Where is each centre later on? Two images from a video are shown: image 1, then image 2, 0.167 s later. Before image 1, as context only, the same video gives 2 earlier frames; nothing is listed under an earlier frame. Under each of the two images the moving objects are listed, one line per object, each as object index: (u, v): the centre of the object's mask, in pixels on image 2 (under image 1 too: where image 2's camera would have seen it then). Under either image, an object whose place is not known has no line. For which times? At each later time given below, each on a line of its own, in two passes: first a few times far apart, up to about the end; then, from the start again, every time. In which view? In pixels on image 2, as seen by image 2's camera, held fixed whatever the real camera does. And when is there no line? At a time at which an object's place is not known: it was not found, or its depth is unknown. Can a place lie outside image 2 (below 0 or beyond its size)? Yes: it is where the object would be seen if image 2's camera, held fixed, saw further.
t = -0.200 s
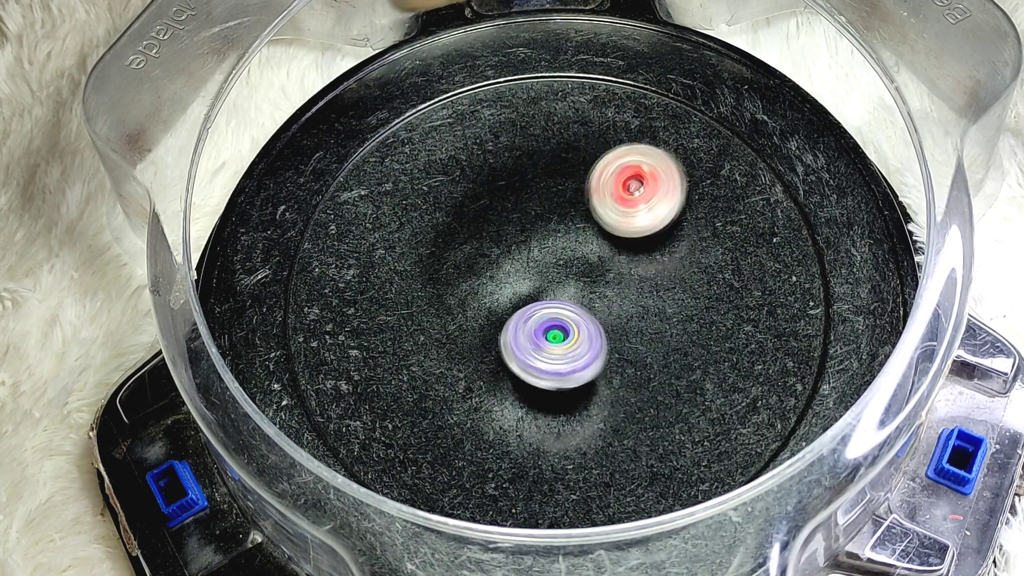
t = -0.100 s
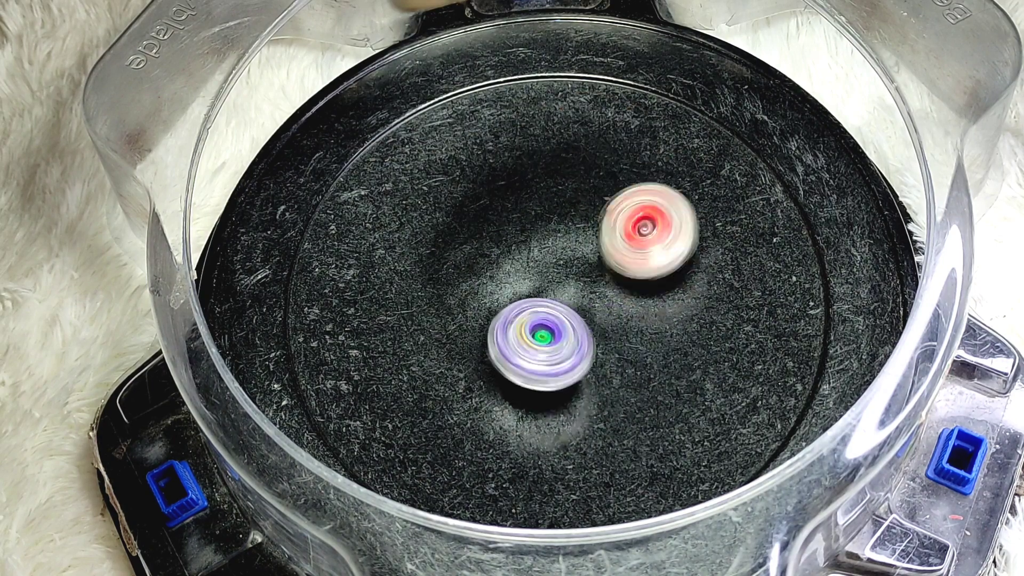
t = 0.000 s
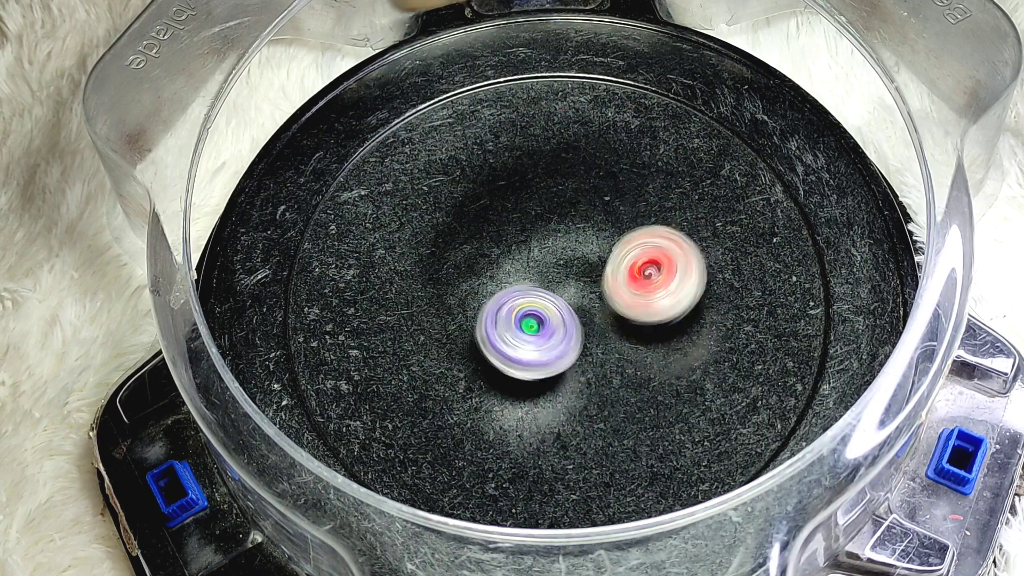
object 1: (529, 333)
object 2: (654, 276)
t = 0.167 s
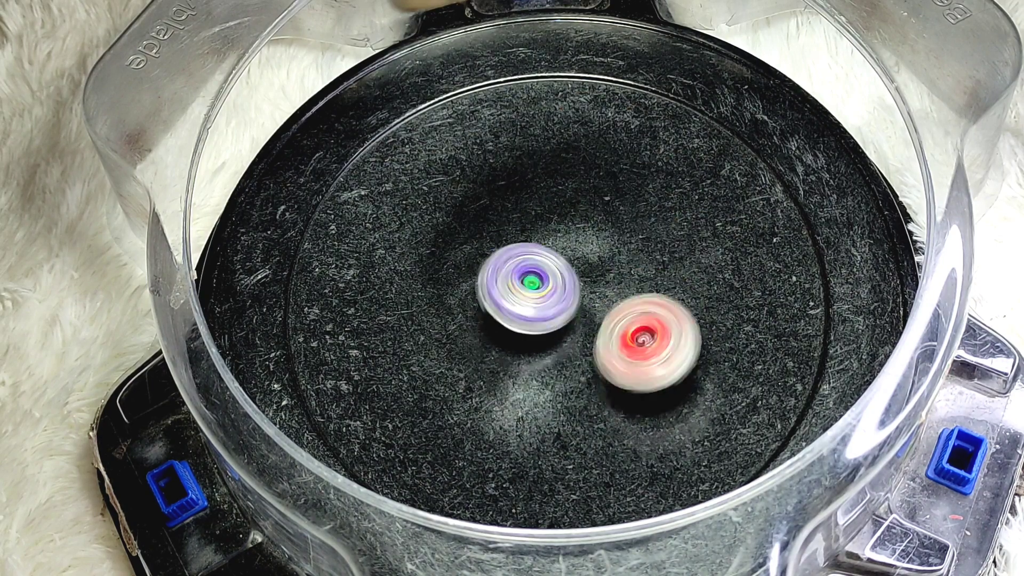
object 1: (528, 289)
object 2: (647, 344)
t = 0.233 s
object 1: (531, 271)
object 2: (640, 365)
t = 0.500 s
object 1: (526, 247)
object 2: (584, 382)
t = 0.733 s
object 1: (558, 258)
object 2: (475, 372)
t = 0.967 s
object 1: (603, 292)
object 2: (417, 333)
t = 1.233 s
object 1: (637, 335)
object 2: (439, 261)
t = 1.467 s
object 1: (630, 348)
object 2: (476, 167)
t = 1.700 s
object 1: (588, 342)
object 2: (528, 147)
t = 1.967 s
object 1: (557, 325)
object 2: (592, 171)
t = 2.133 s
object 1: (546, 319)
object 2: (644, 204)
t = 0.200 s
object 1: (530, 279)
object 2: (645, 355)
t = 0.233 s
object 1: (531, 271)
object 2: (640, 365)
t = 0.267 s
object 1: (529, 266)
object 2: (635, 370)
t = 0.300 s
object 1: (527, 262)
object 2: (630, 376)
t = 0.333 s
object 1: (524, 258)
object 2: (623, 380)
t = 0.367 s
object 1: (523, 254)
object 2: (618, 381)
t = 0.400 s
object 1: (523, 251)
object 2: (611, 383)
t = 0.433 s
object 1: (523, 249)
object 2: (603, 384)
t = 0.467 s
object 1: (524, 248)
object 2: (593, 383)
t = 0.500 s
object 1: (526, 247)
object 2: (584, 382)
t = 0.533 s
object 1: (529, 246)
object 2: (572, 381)
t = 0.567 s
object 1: (533, 247)
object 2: (557, 379)
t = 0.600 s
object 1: (538, 248)
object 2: (543, 378)
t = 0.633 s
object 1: (543, 251)
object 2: (527, 380)
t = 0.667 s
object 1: (547, 253)
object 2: (508, 380)
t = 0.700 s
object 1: (552, 255)
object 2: (491, 377)
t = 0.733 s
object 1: (558, 258)
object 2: (475, 372)
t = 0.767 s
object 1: (564, 261)
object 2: (459, 367)
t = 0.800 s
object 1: (571, 264)
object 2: (443, 359)
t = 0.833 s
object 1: (578, 268)
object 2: (433, 352)
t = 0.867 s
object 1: (585, 273)
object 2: (426, 347)
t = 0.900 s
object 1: (592, 279)
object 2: (421, 344)
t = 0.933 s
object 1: (598, 285)
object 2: (417, 338)
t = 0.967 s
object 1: (603, 292)
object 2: (417, 333)
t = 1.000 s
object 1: (609, 298)
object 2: (418, 328)
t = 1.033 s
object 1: (614, 305)
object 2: (419, 324)
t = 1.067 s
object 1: (619, 311)
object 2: (422, 317)
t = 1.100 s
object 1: (624, 317)
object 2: (426, 309)
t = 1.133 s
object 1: (628, 322)
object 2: (430, 301)
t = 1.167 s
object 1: (632, 327)
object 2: (433, 290)
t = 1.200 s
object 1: (635, 331)
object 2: (436, 277)
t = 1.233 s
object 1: (637, 335)
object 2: (439, 261)
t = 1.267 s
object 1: (638, 338)
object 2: (442, 246)
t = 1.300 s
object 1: (639, 341)
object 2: (446, 231)
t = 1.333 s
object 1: (639, 343)
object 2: (450, 217)
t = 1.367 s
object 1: (638, 345)
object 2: (455, 203)
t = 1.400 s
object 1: (636, 346)
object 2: (462, 190)
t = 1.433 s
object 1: (634, 347)
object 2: (469, 178)
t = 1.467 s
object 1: (630, 348)
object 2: (476, 167)
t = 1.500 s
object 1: (626, 348)
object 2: (482, 163)
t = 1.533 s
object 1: (621, 348)
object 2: (486, 160)
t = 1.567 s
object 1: (616, 347)
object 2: (492, 158)
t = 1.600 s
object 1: (609, 347)
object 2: (498, 156)
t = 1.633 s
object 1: (602, 346)
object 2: (507, 152)
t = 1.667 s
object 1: (595, 344)
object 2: (517, 149)
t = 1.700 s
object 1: (588, 342)
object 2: (528, 147)
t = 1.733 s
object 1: (581, 340)
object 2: (539, 146)
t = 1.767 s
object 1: (574, 338)
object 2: (548, 146)
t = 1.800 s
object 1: (569, 336)
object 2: (557, 147)
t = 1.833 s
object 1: (565, 335)
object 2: (565, 148)
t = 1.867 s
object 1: (561, 333)
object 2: (573, 151)
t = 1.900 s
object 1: (559, 331)
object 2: (580, 156)
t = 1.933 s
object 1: (558, 328)
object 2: (586, 163)
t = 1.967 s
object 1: (557, 325)
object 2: (592, 171)
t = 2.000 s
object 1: (558, 321)
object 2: (599, 181)
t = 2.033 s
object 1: (560, 317)
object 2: (605, 193)
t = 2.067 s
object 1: (563, 312)
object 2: (612, 206)
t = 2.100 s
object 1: (567, 307)
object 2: (618, 219)
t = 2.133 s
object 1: (546, 319)
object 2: (644, 204)
